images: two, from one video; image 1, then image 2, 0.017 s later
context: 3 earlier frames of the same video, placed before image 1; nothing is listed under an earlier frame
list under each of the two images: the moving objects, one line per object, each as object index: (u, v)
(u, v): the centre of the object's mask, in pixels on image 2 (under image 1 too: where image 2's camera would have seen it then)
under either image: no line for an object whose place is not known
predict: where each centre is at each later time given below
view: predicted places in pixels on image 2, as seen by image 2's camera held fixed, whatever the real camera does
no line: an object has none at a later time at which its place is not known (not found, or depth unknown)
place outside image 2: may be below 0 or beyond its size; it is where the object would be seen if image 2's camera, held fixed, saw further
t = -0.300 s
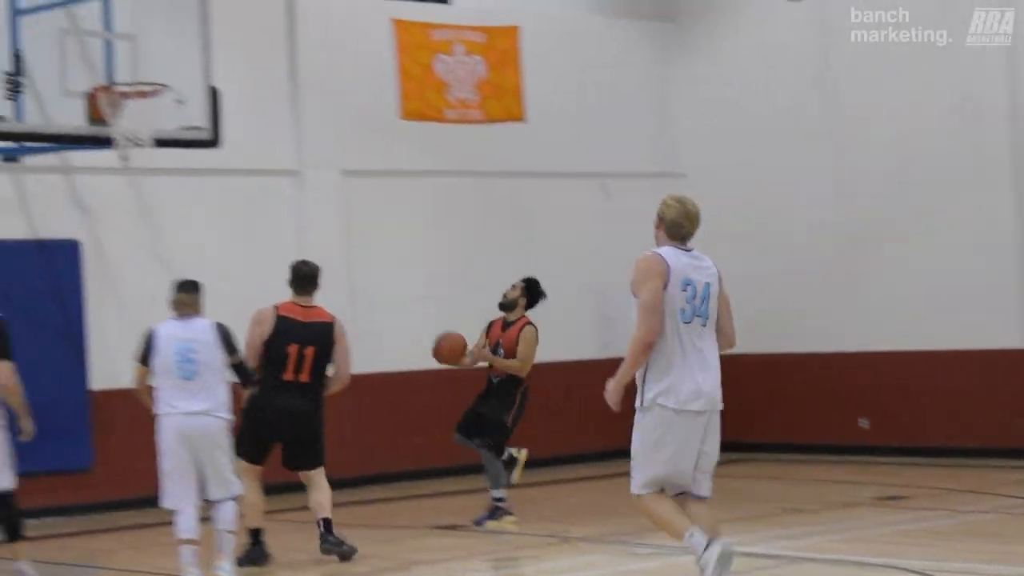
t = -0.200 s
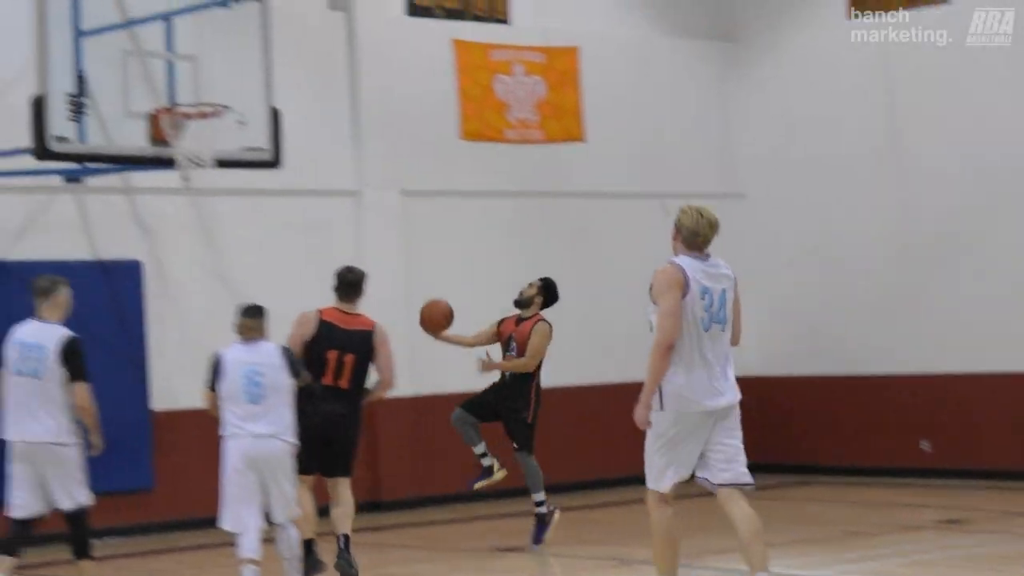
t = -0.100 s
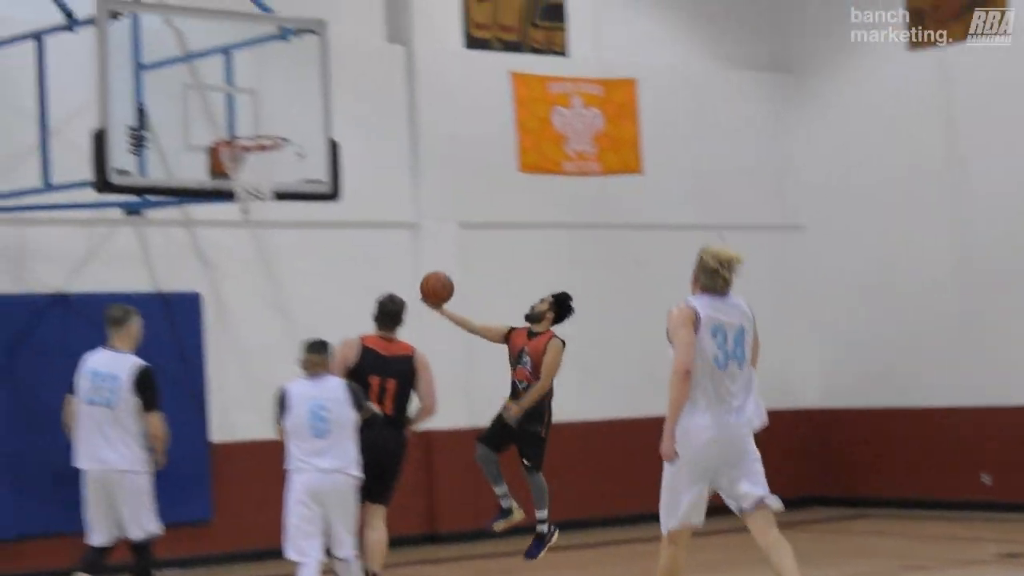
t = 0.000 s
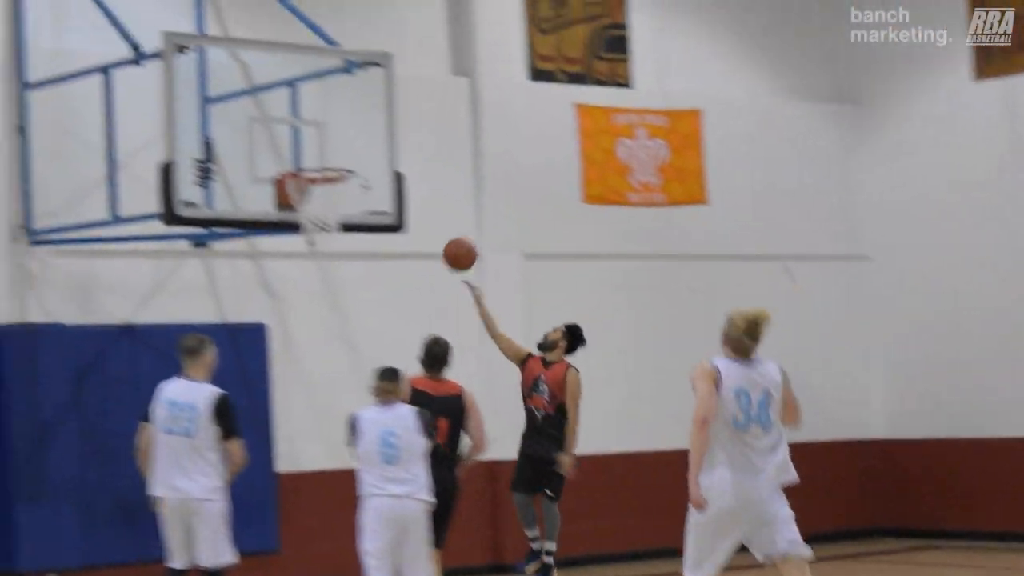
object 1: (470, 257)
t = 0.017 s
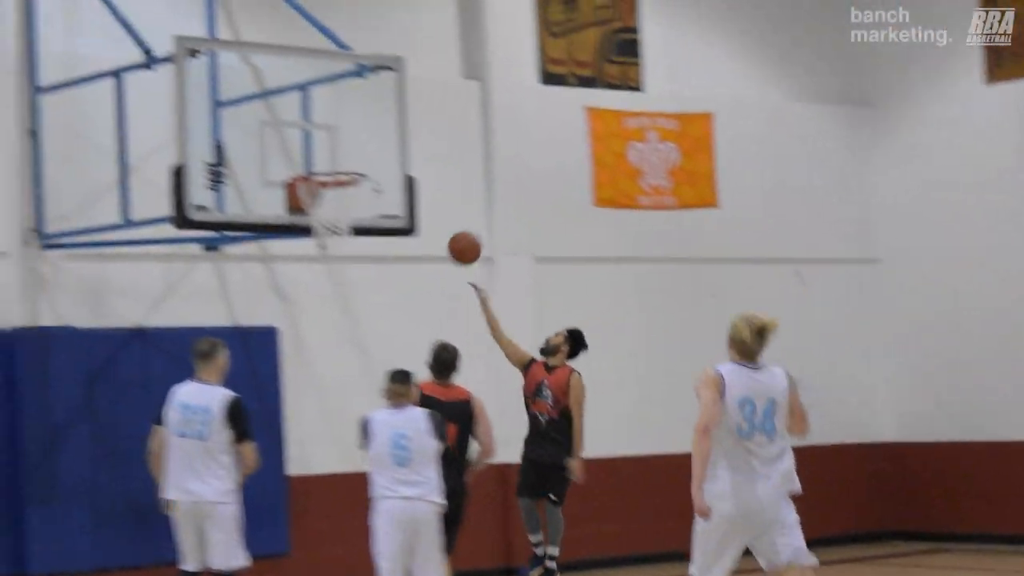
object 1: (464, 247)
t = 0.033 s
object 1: (459, 238)
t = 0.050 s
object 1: (453, 228)
